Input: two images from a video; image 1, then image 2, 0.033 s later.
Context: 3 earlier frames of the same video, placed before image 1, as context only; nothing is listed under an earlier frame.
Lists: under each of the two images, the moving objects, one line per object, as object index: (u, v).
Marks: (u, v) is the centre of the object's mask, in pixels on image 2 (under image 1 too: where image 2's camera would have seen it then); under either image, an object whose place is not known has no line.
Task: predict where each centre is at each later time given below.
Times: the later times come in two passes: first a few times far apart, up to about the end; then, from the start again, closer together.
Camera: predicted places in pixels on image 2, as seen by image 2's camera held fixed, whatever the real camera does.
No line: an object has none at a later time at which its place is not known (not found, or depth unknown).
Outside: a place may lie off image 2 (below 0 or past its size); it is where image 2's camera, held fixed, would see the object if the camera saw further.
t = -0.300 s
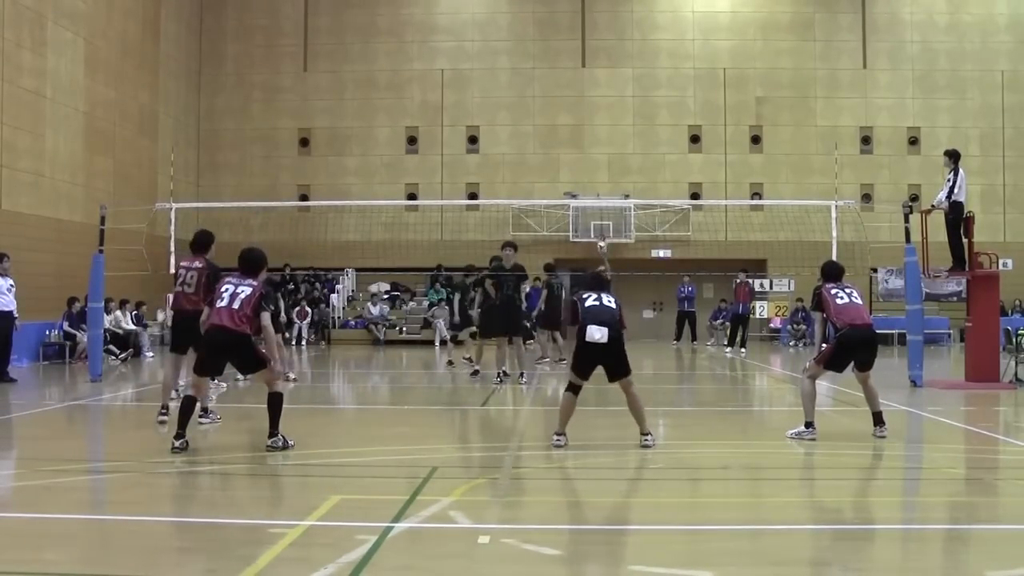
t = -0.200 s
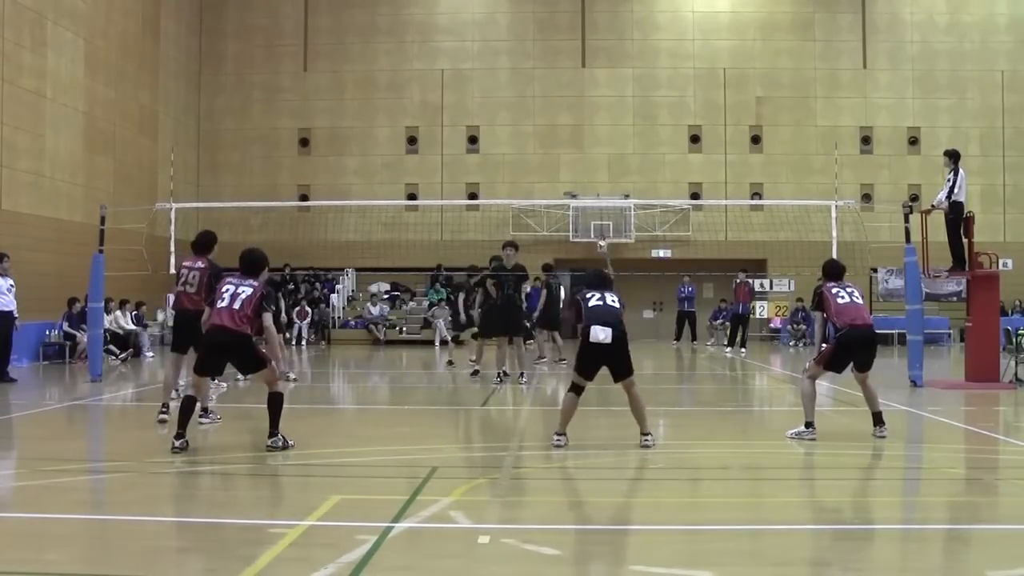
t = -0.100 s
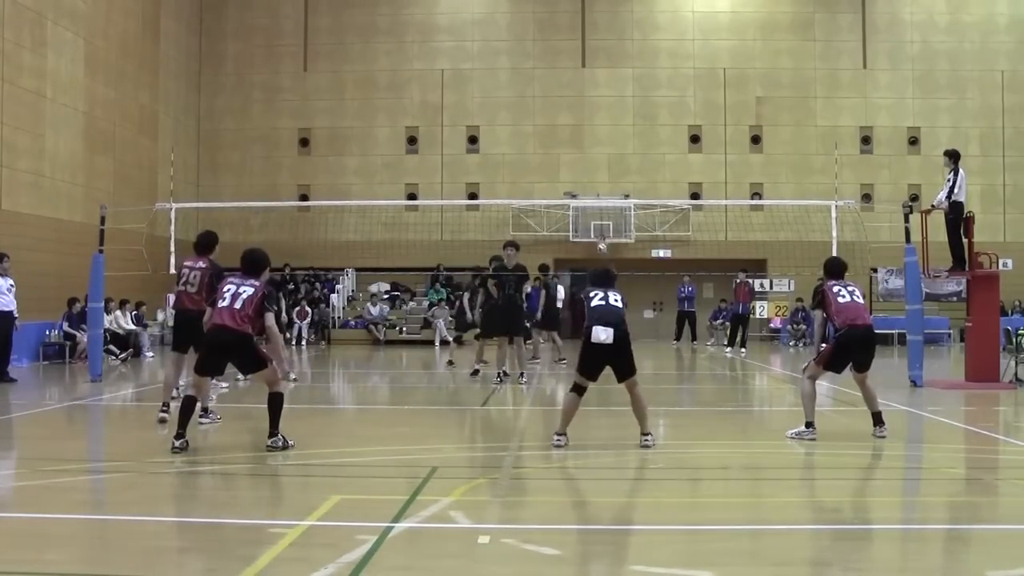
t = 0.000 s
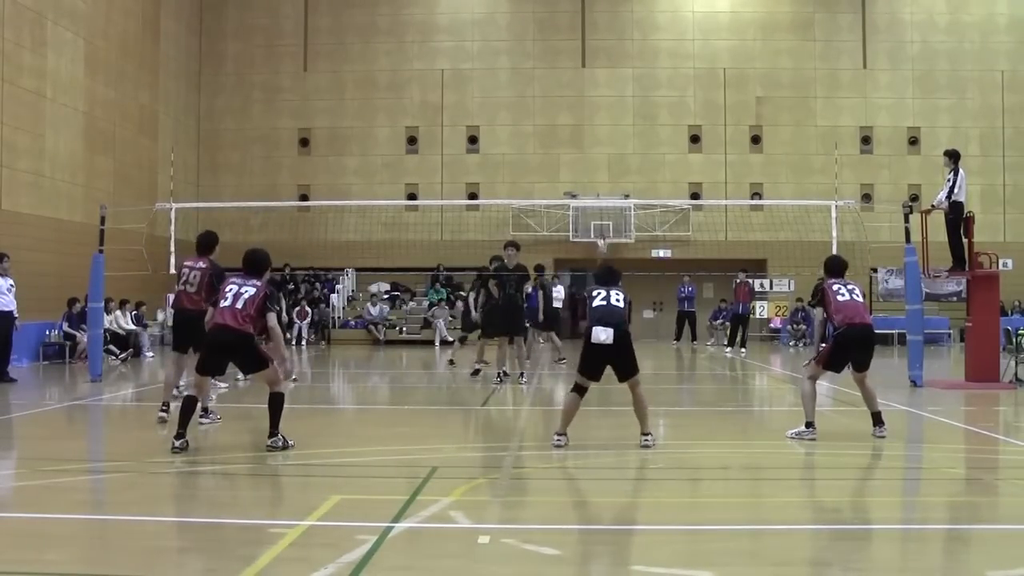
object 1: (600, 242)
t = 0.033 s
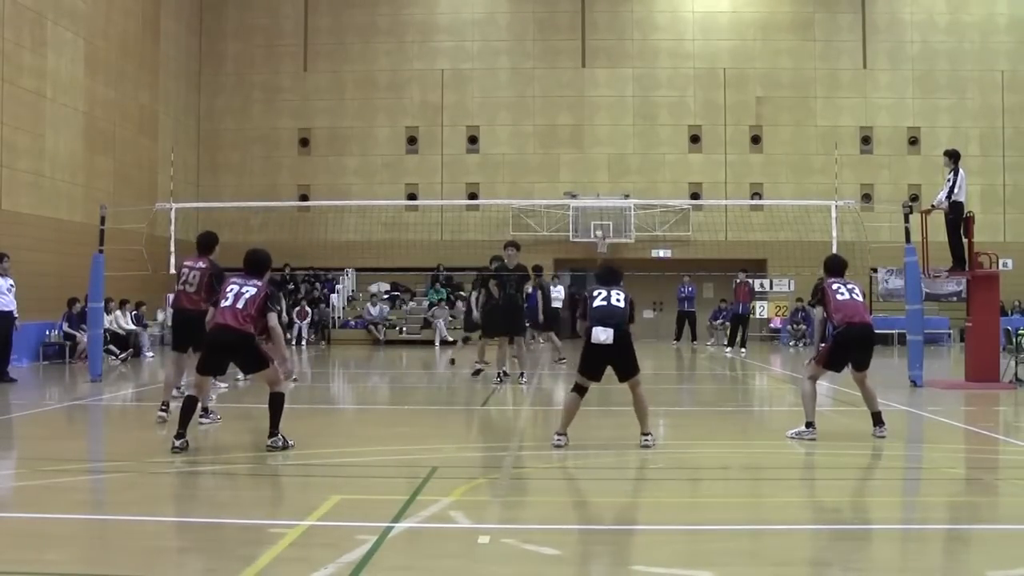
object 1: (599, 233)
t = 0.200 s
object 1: (589, 186)
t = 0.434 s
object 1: (574, 133)
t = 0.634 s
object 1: (557, 103)
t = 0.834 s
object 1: (533, 94)
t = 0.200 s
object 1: (589, 186)
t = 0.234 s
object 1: (587, 180)
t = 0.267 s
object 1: (586, 171)
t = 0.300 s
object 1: (582, 164)
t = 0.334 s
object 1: (581, 156)
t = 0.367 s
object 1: (578, 148)
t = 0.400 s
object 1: (577, 141)
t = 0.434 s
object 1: (574, 133)
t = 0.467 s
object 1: (571, 126)
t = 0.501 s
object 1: (569, 121)
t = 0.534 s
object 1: (566, 114)
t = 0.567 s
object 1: (563, 110)
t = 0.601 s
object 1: (560, 107)
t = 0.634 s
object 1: (557, 103)
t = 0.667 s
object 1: (553, 99)
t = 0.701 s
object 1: (550, 97)
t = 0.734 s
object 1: (545, 95)
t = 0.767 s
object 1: (540, 94)
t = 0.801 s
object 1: (537, 94)
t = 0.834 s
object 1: (533, 94)
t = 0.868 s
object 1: (529, 95)
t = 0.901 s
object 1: (526, 96)
